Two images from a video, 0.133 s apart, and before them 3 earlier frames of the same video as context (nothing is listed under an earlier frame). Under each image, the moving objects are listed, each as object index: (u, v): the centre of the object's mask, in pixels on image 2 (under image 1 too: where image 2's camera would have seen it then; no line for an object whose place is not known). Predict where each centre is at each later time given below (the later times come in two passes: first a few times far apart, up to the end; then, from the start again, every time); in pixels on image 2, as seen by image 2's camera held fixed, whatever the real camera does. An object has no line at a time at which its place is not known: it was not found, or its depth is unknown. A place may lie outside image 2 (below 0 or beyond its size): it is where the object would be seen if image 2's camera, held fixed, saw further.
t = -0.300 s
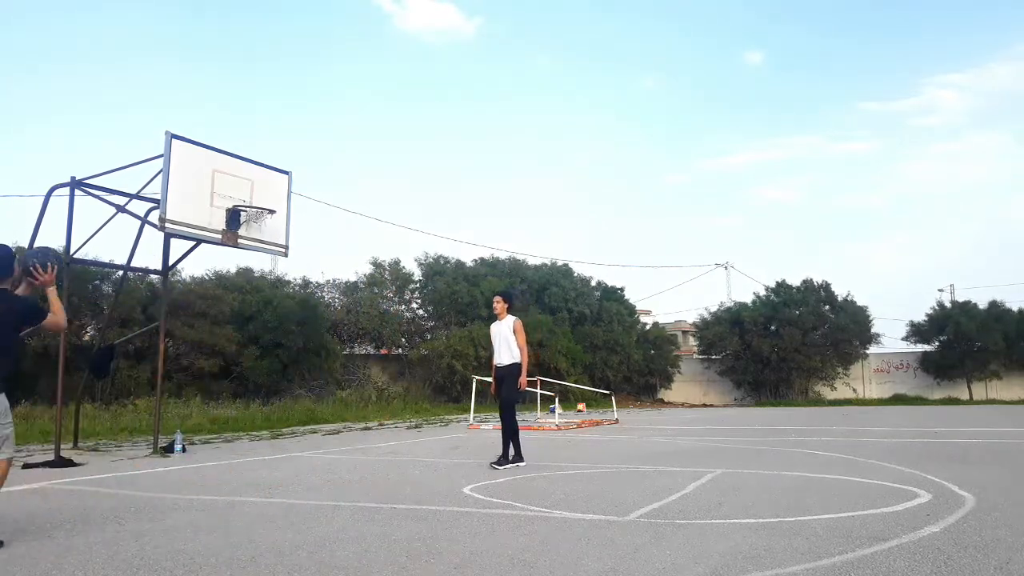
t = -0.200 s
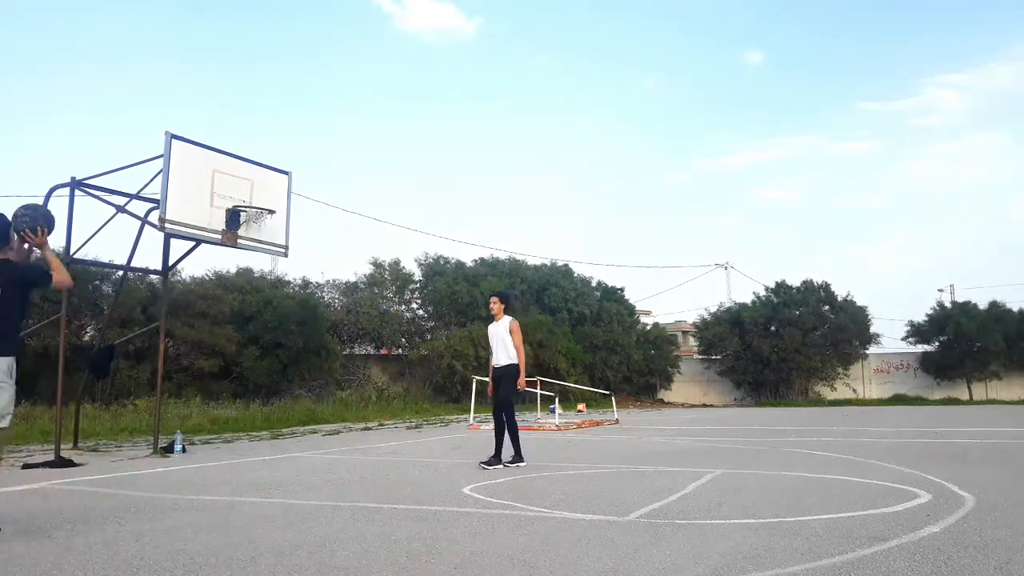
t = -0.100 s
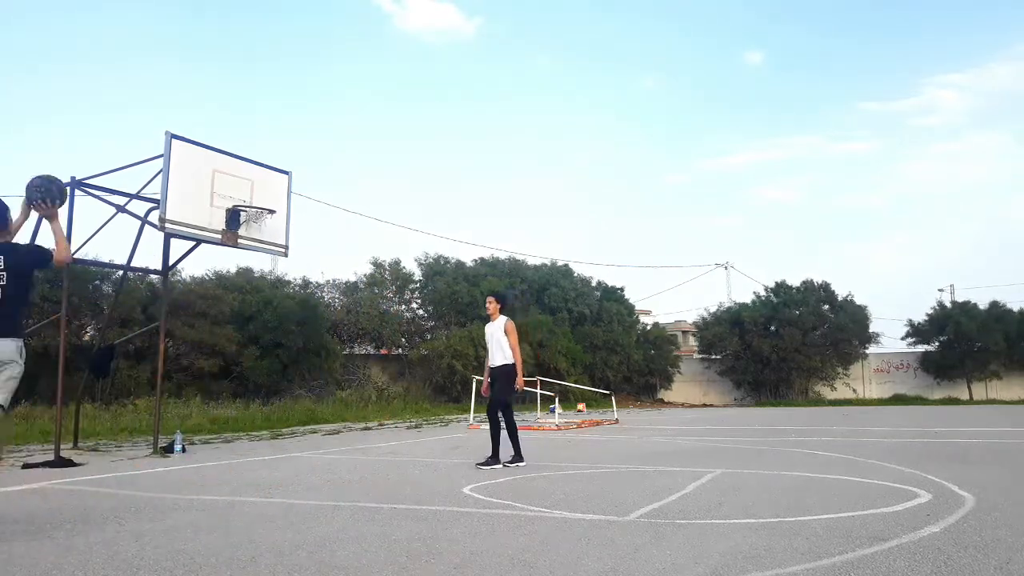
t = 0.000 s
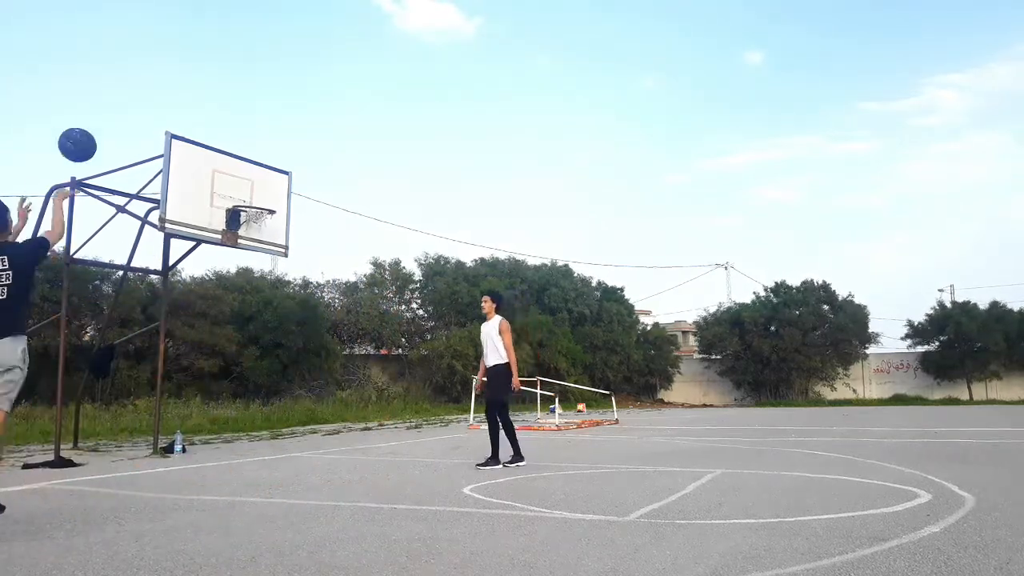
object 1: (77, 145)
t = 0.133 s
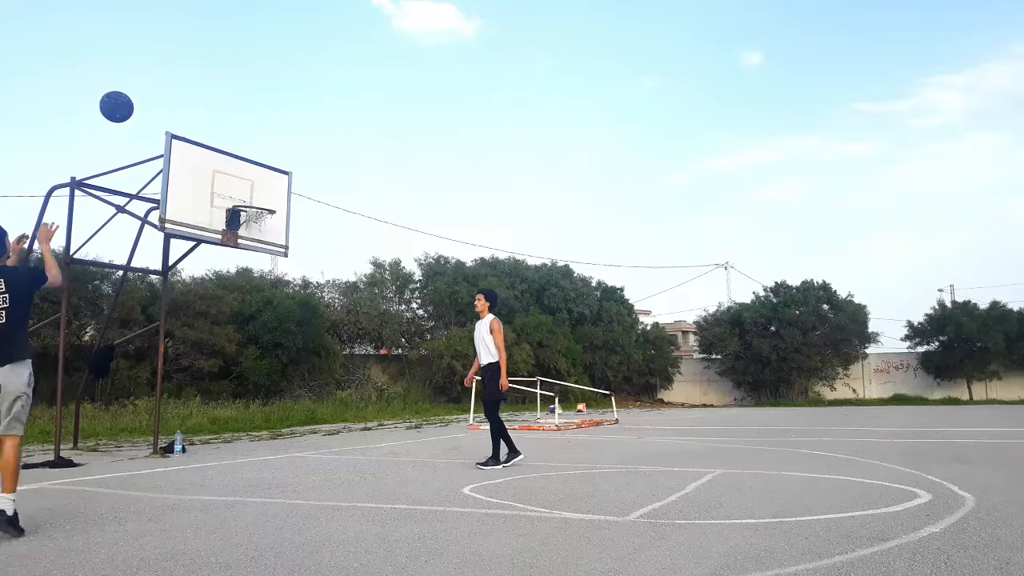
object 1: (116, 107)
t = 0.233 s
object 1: (140, 95)
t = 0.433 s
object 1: (178, 105)
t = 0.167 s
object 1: (125, 102)
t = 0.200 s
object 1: (132, 98)
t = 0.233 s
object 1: (140, 95)
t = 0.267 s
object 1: (147, 94)
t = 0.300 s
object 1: (154, 94)
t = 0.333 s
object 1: (160, 95)
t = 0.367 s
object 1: (166, 97)
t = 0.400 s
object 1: (172, 100)
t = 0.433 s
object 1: (178, 105)
